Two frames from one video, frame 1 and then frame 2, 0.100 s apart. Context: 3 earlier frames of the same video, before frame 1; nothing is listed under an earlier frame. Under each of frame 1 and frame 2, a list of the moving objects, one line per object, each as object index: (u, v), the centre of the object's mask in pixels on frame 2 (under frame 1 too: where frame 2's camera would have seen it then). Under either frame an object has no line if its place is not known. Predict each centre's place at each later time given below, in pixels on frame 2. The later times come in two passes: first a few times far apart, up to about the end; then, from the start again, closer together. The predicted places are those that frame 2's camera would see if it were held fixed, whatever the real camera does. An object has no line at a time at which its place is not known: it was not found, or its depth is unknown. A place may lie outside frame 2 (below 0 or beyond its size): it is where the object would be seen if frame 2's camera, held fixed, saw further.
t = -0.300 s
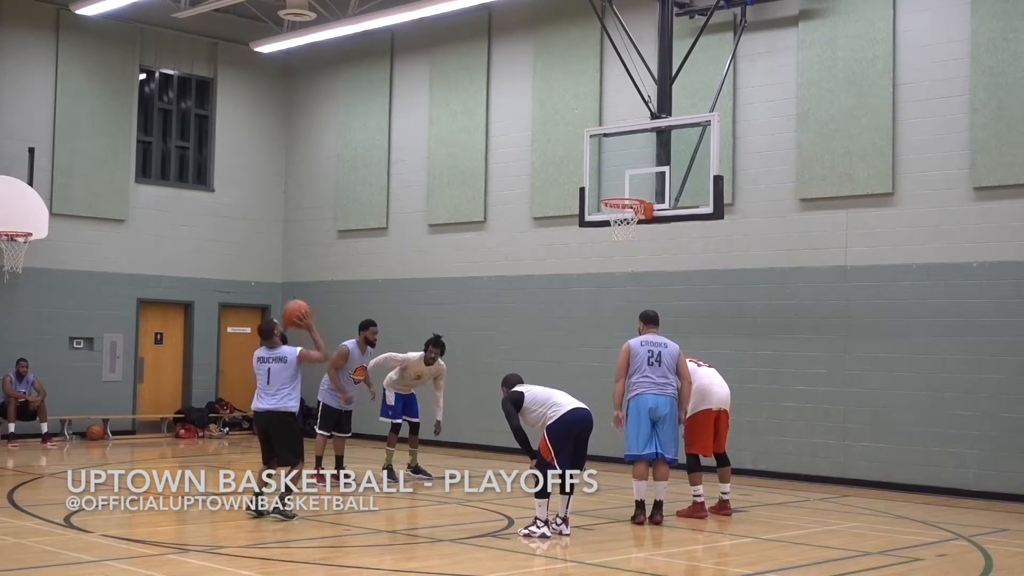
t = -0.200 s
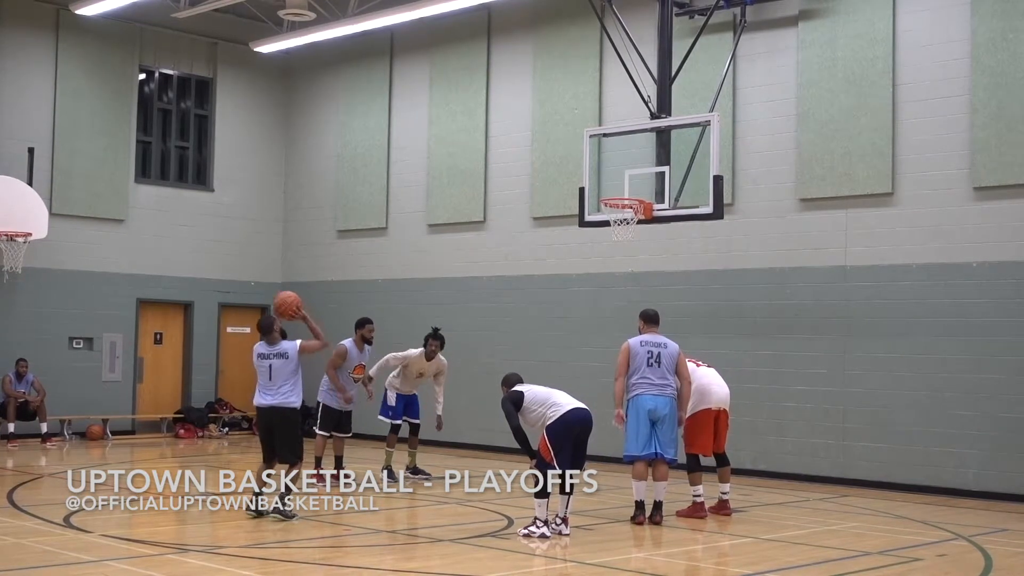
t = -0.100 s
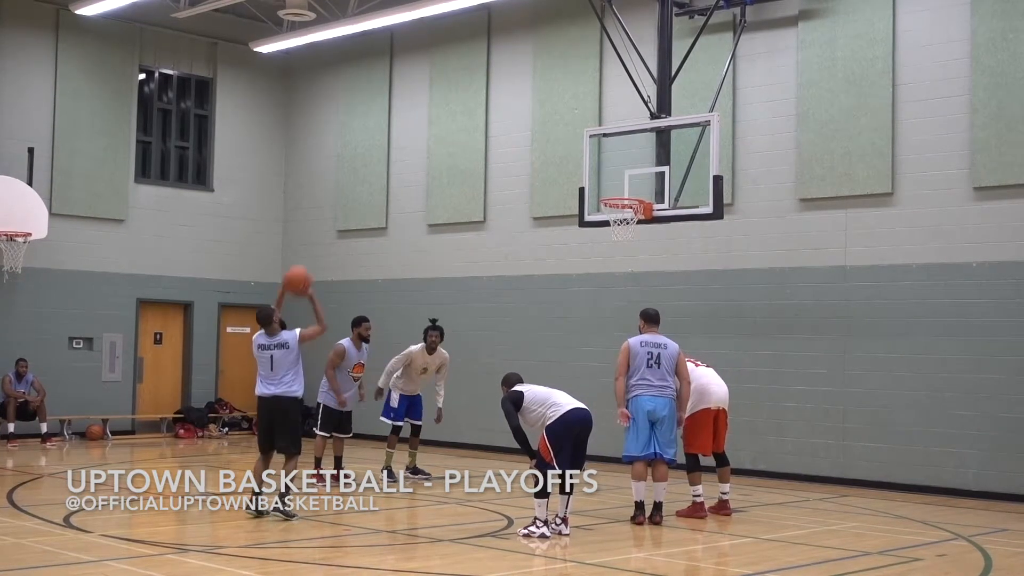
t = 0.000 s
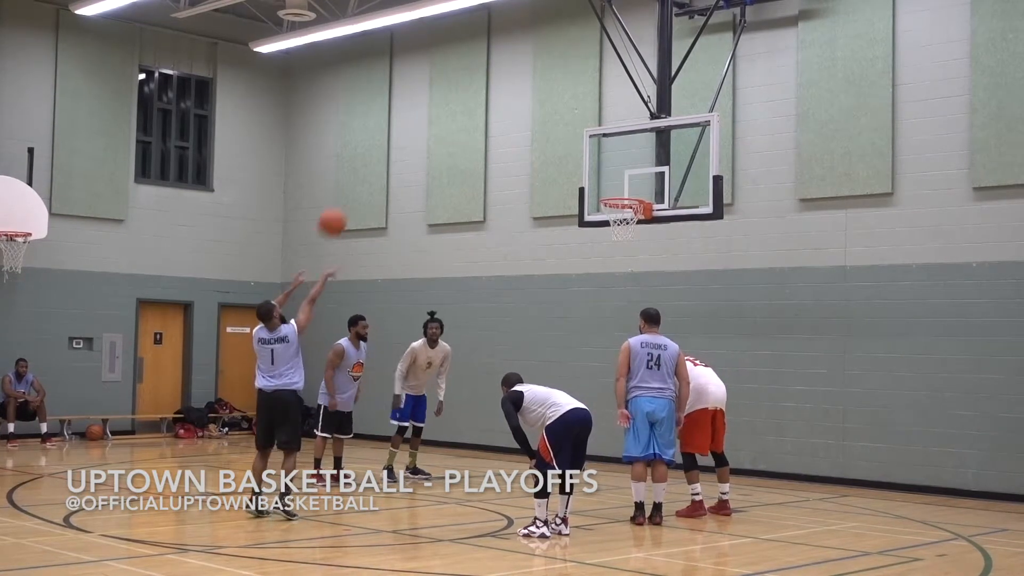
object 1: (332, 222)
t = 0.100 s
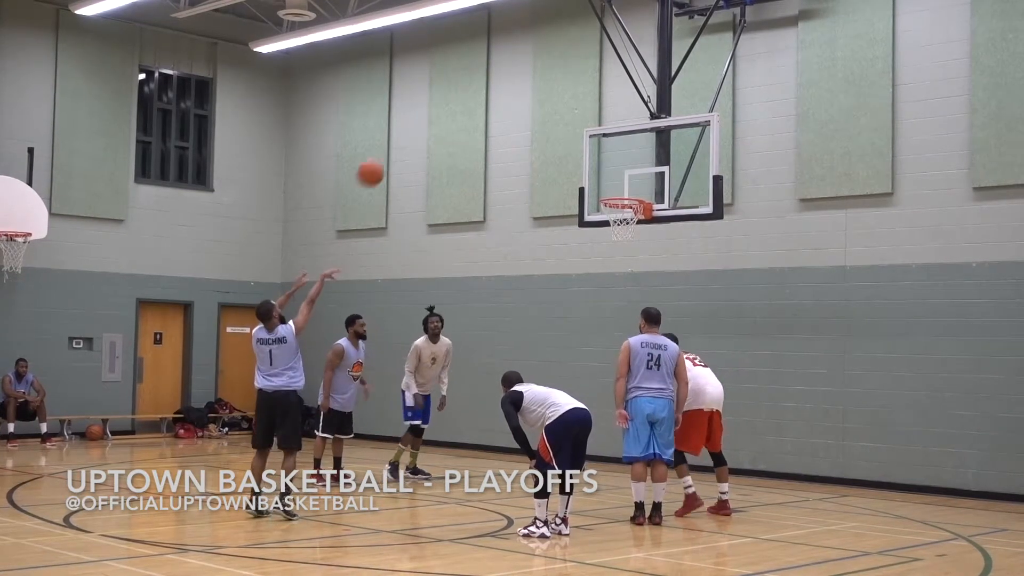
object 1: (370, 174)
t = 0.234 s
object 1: (418, 127)
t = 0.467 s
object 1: (492, 95)
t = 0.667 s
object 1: (550, 111)
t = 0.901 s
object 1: (609, 175)
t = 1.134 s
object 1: (616, 200)
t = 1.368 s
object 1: (626, 213)
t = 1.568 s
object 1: (630, 248)
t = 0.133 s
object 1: (382, 159)
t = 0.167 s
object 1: (395, 147)
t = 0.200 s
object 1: (406, 137)
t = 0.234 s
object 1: (418, 127)
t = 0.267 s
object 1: (429, 119)
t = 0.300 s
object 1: (440, 112)
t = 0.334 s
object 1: (451, 106)
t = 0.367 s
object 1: (462, 101)
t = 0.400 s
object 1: (472, 98)
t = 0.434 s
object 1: (483, 96)
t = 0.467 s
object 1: (492, 95)
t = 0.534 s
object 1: (512, 97)
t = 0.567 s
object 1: (522, 98)
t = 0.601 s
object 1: (532, 102)
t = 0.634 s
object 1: (541, 106)
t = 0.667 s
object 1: (550, 111)
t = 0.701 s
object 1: (559, 117)
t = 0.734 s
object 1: (568, 125)
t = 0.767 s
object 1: (576, 133)
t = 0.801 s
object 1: (584, 142)
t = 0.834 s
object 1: (593, 152)
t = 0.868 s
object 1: (601, 163)
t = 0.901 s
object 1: (609, 175)
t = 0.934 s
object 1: (618, 188)
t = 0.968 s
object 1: (622, 190)
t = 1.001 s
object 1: (626, 191)
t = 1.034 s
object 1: (631, 194)
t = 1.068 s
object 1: (629, 200)
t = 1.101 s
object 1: (622, 199)
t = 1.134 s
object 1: (616, 200)
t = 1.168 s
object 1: (612, 201)
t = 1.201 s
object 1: (614, 201)
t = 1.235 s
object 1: (618, 202)
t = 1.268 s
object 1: (620, 204)
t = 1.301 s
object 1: (623, 208)
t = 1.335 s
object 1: (625, 209)
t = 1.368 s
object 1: (626, 213)
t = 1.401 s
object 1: (627, 216)
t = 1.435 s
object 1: (628, 222)
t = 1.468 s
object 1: (631, 229)
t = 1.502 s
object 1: (630, 237)
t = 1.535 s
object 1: (630, 240)
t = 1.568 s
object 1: (630, 248)
